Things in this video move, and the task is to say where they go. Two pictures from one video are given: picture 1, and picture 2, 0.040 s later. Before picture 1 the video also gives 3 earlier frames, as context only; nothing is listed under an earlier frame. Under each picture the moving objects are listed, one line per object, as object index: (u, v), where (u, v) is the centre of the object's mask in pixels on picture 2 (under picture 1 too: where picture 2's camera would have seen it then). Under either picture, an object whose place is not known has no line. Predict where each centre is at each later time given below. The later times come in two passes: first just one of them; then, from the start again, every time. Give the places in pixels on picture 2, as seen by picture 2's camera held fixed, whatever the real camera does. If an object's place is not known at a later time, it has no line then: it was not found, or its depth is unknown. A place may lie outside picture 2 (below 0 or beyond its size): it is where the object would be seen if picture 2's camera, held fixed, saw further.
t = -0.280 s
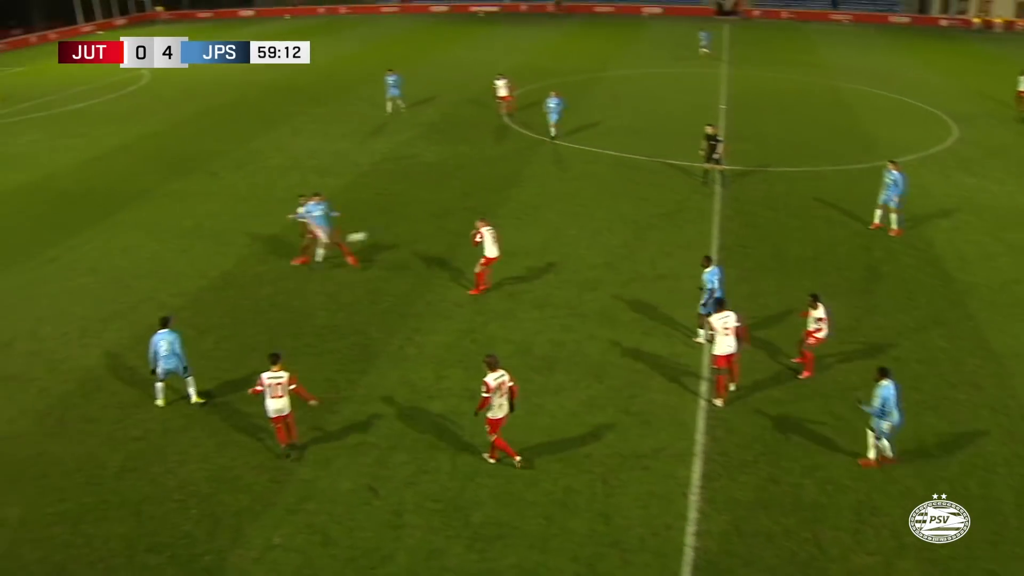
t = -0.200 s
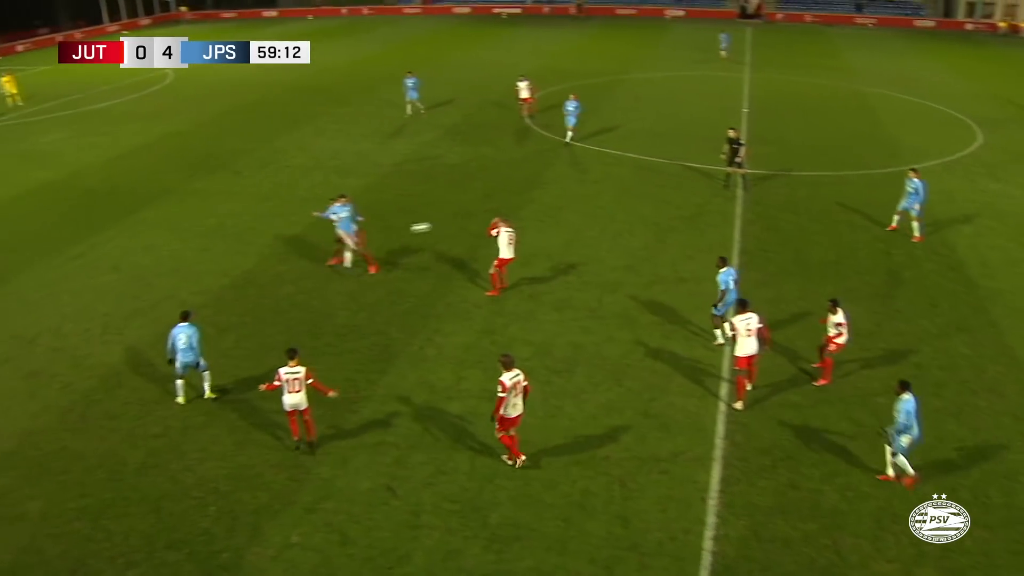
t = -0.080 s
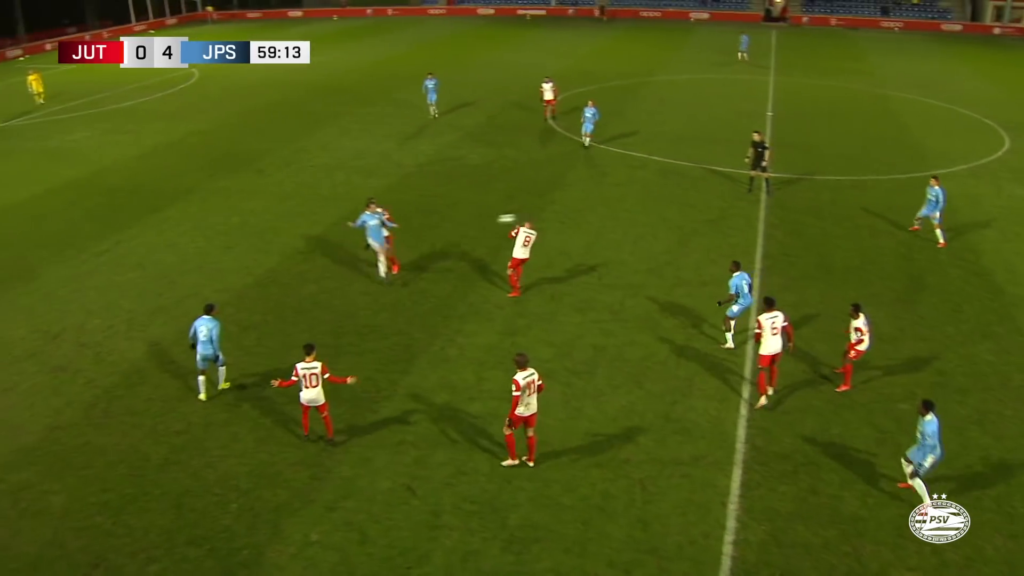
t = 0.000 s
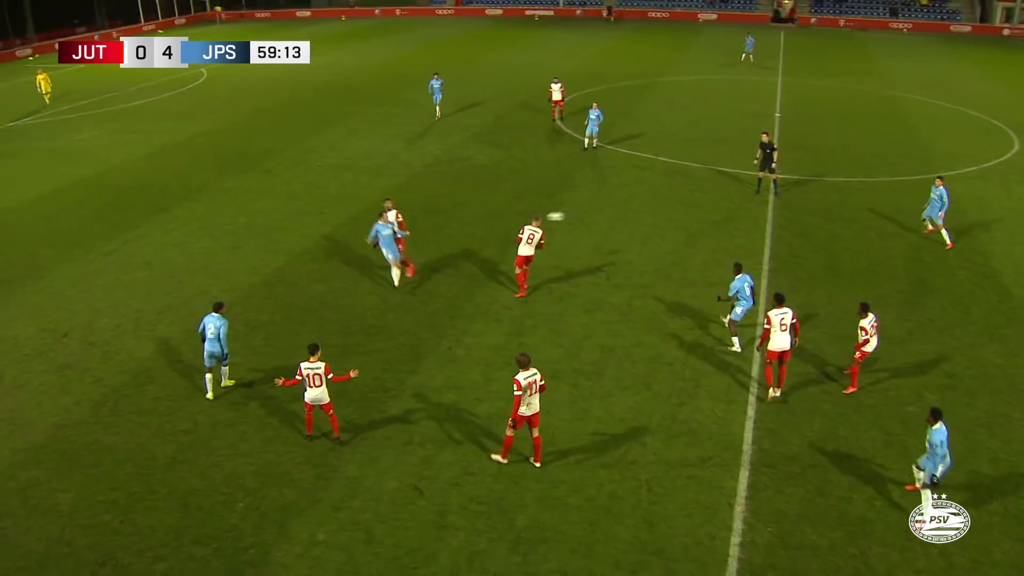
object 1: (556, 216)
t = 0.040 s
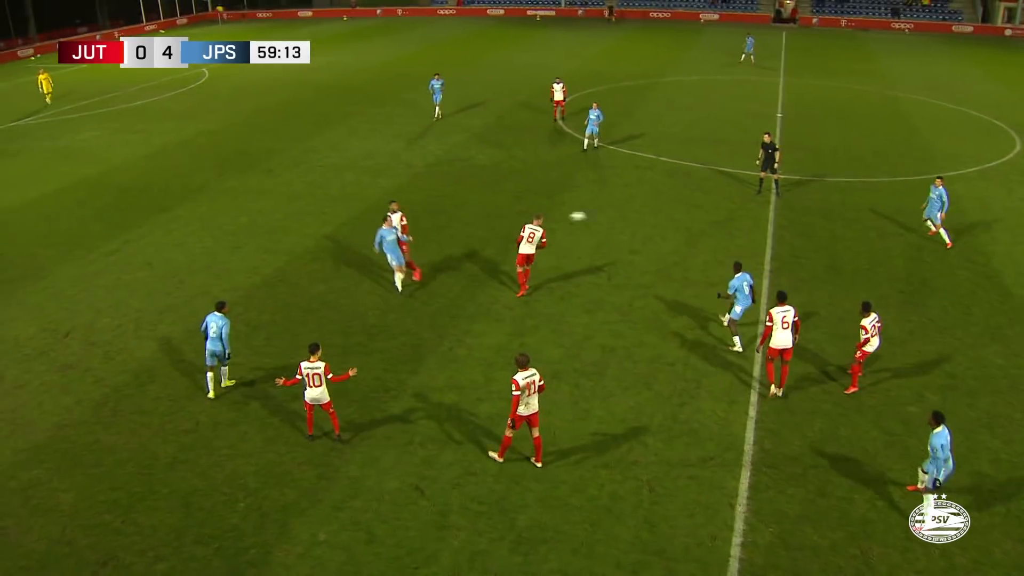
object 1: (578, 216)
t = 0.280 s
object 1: (690, 226)
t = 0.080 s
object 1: (598, 216)
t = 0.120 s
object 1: (617, 217)
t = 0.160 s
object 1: (636, 218)
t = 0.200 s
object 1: (654, 221)
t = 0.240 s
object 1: (673, 223)
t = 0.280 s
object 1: (690, 226)
